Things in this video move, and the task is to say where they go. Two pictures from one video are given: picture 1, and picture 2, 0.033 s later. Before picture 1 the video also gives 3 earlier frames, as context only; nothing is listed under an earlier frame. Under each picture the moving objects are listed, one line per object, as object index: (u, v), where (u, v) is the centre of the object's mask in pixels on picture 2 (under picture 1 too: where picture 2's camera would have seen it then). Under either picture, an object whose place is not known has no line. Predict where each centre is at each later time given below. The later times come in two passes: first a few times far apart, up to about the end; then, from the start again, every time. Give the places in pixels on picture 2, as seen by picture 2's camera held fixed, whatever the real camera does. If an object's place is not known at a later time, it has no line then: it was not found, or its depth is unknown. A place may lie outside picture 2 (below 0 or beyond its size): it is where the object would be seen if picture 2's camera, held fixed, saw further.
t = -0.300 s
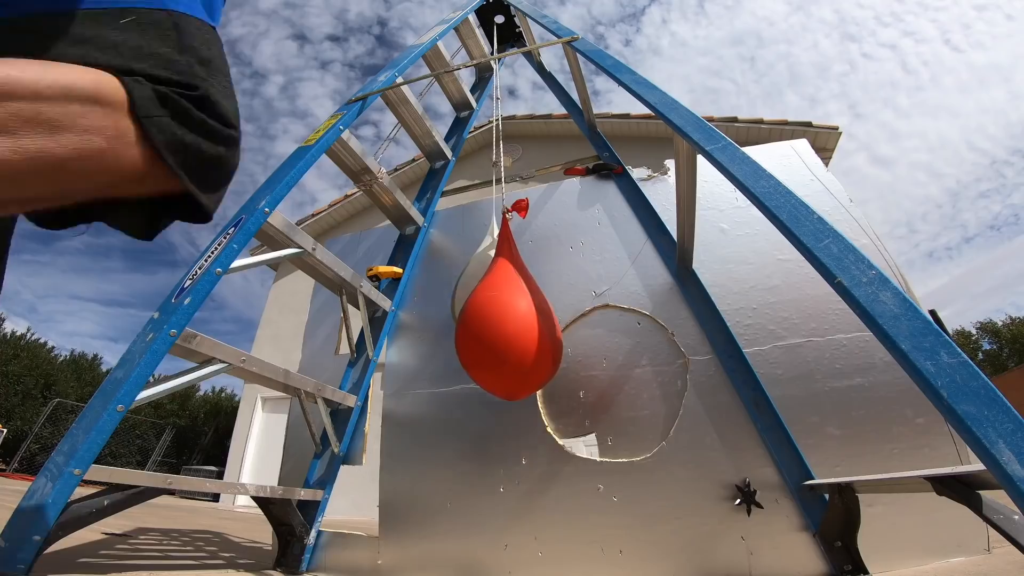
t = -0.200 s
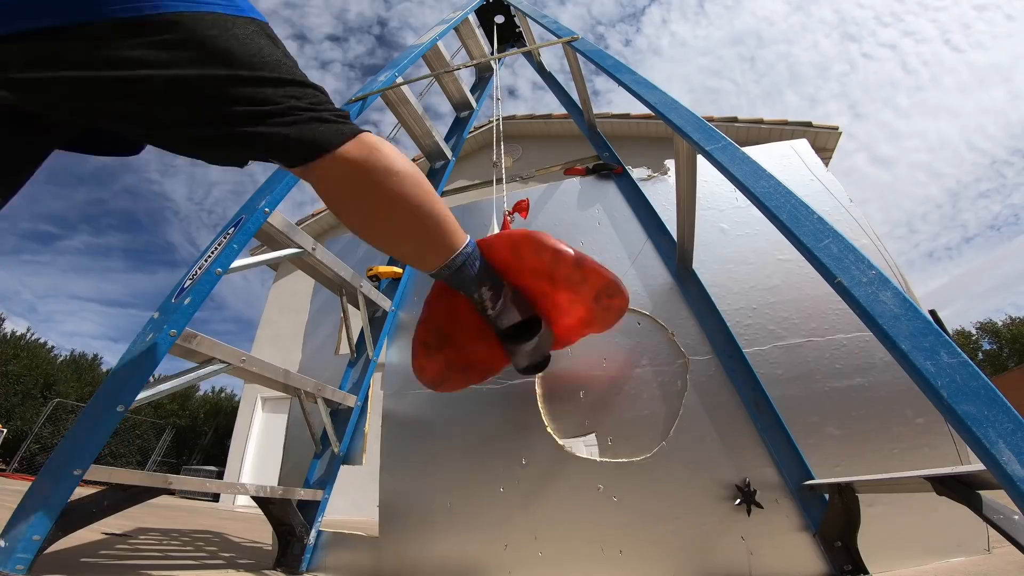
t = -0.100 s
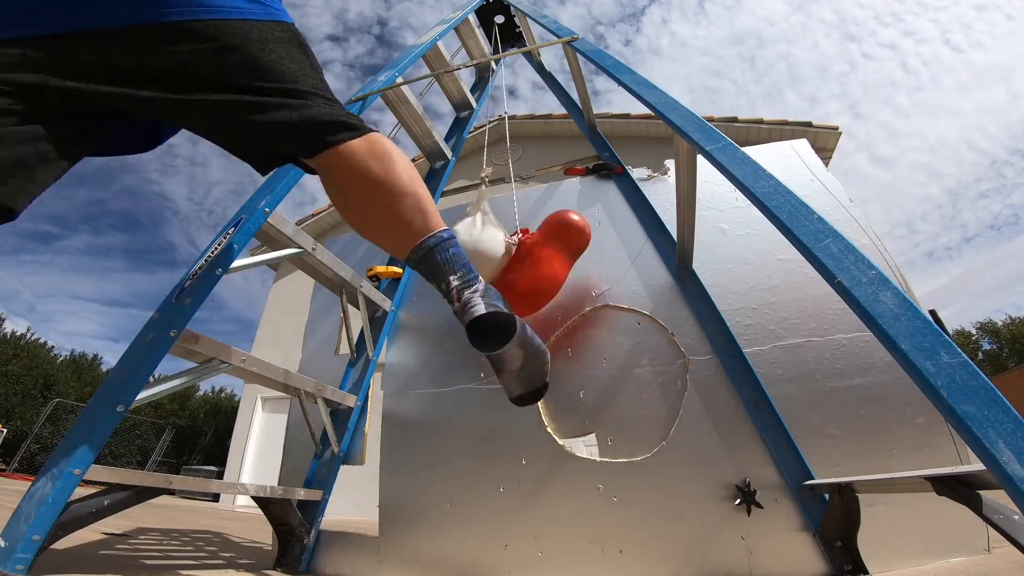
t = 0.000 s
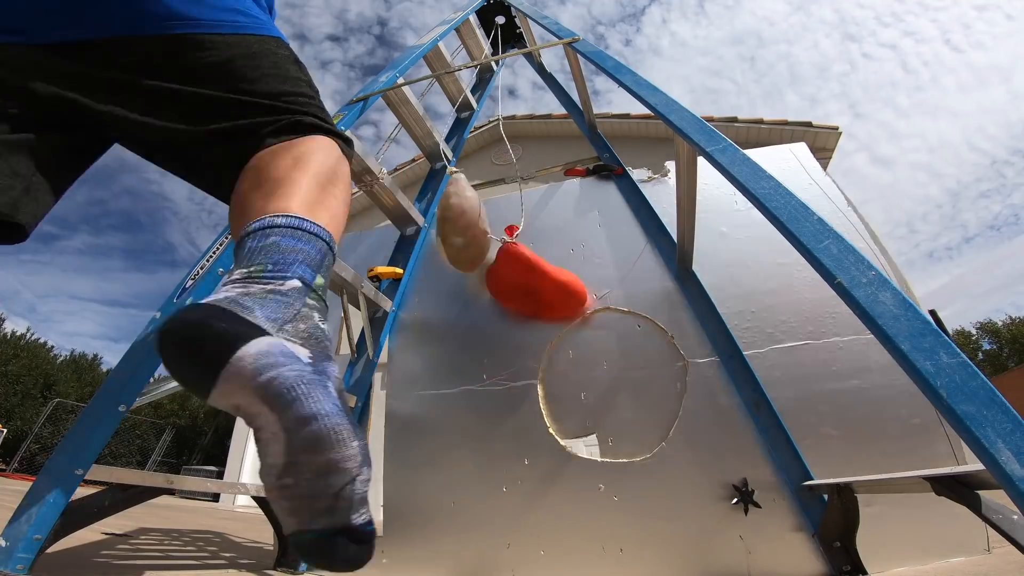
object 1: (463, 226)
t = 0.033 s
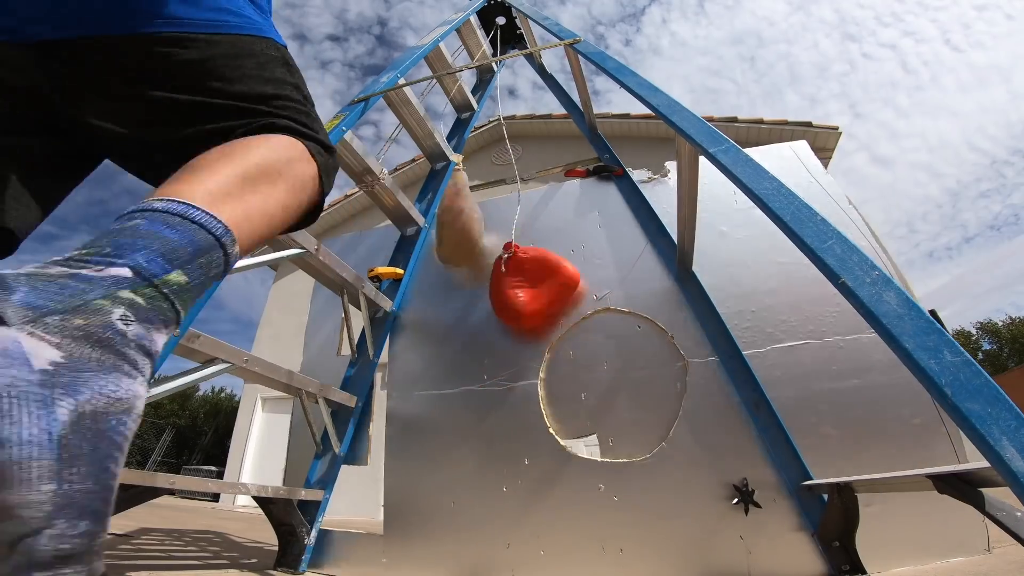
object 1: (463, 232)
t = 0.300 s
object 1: (410, 275)
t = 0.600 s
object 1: (363, 377)
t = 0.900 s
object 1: (404, 370)
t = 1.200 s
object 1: (555, 182)
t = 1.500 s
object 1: (651, 135)
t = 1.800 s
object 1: (518, 254)
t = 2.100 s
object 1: (401, 346)
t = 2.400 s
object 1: (385, 329)
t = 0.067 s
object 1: (456, 228)
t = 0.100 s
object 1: (452, 231)
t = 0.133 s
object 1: (445, 236)
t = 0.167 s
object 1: (440, 241)
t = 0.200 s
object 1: (433, 247)
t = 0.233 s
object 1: (428, 259)
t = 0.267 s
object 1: (416, 263)
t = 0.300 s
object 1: (410, 275)
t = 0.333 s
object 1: (402, 289)
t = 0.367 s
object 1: (397, 300)
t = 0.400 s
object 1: (390, 315)
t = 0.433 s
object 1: (383, 329)
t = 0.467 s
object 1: (378, 339)
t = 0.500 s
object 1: (372, 350)
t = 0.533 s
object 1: (368, 358)
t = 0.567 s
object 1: (357, 400)
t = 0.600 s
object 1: (363, 377)
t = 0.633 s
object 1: (345, 418)
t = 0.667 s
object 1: (344, 433)
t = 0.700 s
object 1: (348, 437)
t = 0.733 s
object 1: (355, 437)
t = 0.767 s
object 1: (362, 431)
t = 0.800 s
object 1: (370, 420)
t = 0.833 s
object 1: (380, 405)
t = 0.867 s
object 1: (391, 389)
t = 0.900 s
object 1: (404, 370)
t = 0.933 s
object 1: (418, 350)
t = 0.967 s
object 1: (433, 328)
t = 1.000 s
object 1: (451, 303)
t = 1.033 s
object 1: (468, 278)
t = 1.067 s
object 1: (486, 256)
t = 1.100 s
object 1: (503, 235)
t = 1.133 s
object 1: (521, 216)
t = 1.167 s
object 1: (538, 199)
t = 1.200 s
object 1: (555, 182)
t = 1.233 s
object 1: (573, 166)
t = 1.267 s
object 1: (591, 153)
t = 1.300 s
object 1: (608, 143)
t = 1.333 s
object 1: (625, 135)
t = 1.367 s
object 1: (641, 128)
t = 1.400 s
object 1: (653, 126)
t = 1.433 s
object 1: (660, 126)
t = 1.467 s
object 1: (659, 130)
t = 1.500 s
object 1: (651, 135)
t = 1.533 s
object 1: (641, 142)
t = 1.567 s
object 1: (629, 150)
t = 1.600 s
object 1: (616, 161)
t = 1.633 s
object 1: (601, 174)
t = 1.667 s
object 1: (585, 189)
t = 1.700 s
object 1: (569, 206)
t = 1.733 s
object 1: (552, 222)
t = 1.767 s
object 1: (535, 237)
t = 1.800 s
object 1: (518, 254)
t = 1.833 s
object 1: (501, 271)
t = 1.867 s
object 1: (485, 286)
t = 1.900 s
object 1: (470, 298)
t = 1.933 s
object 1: (455, 311)
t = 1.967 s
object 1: (442, 321)
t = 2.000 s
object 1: (429, 331)
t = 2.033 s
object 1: (418, 340)
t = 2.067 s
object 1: (409, 344)
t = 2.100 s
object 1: (401, 346)
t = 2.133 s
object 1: (396, 345)
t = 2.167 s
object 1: (392, 346)
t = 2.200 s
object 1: (389, 344)
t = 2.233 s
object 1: (386, 343)
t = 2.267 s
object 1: (384, 342)
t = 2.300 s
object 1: (383, 338)
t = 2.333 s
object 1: (383, 335)
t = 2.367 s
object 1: (384, 332)
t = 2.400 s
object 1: (385, 329)
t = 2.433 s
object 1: (387, 327)
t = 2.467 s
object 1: (389, 325)
